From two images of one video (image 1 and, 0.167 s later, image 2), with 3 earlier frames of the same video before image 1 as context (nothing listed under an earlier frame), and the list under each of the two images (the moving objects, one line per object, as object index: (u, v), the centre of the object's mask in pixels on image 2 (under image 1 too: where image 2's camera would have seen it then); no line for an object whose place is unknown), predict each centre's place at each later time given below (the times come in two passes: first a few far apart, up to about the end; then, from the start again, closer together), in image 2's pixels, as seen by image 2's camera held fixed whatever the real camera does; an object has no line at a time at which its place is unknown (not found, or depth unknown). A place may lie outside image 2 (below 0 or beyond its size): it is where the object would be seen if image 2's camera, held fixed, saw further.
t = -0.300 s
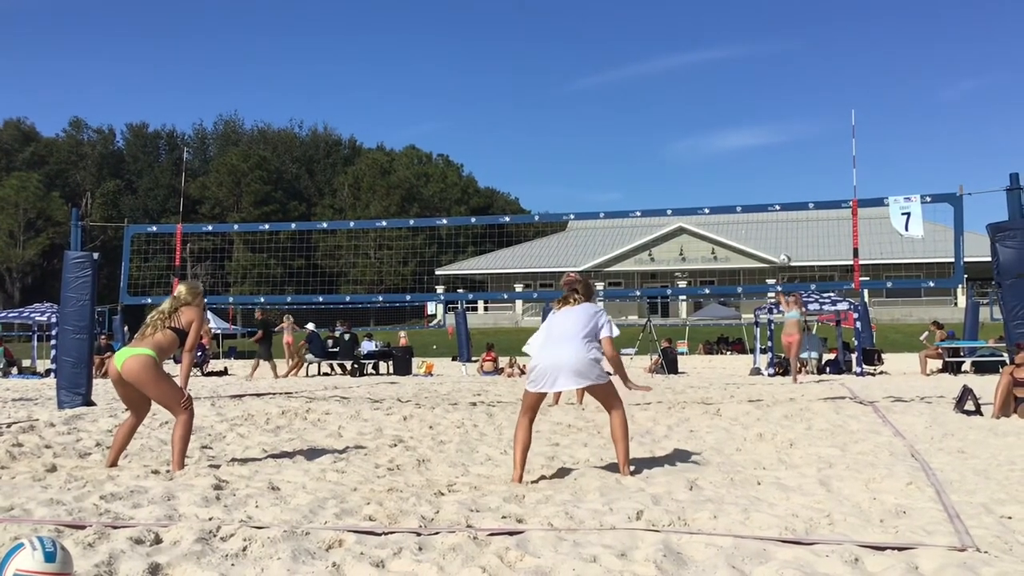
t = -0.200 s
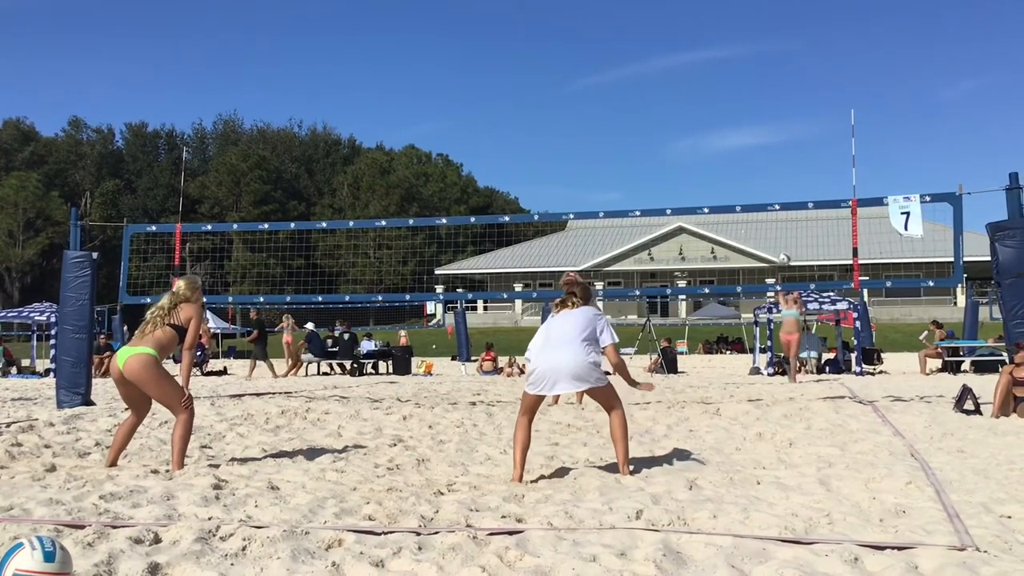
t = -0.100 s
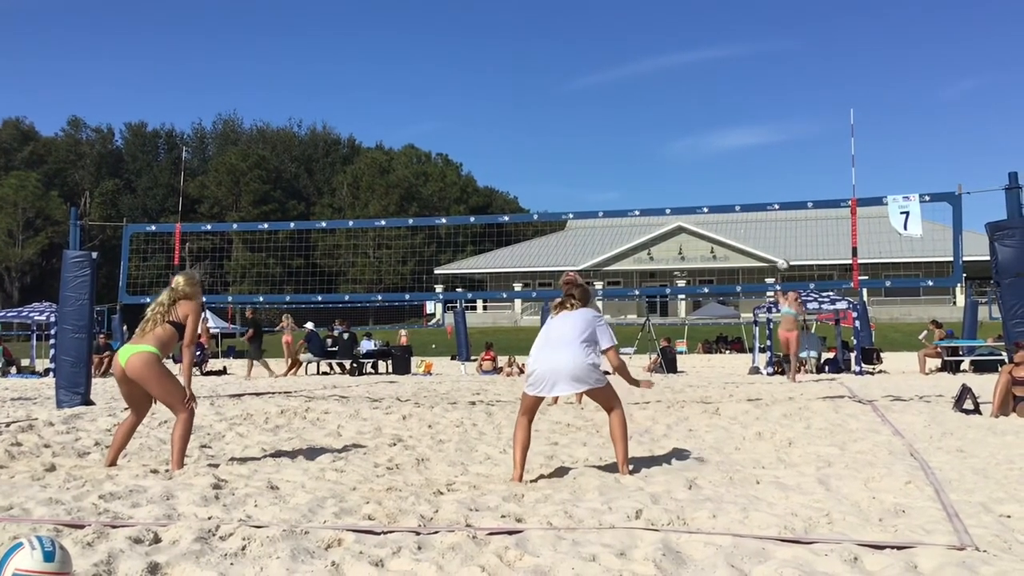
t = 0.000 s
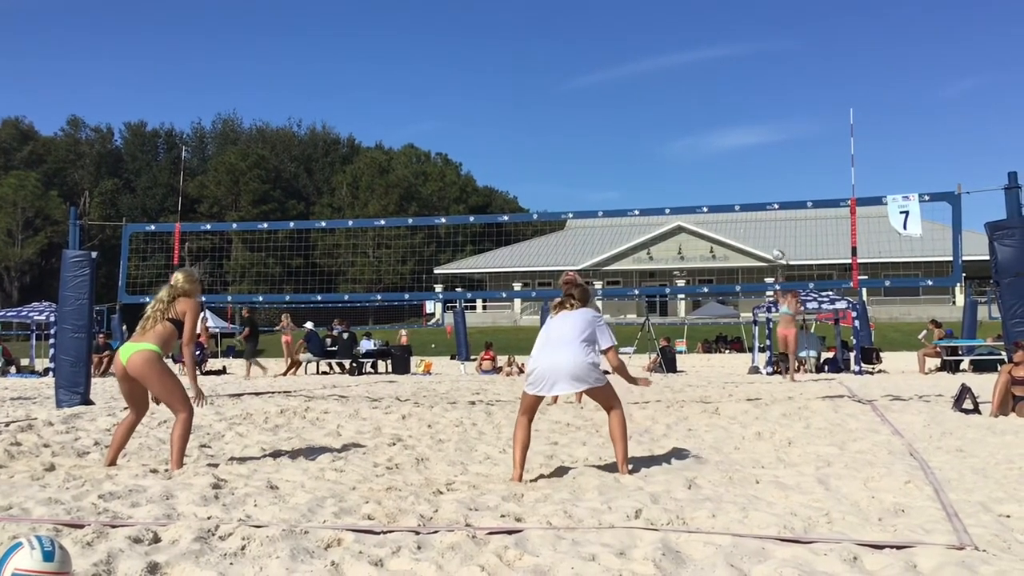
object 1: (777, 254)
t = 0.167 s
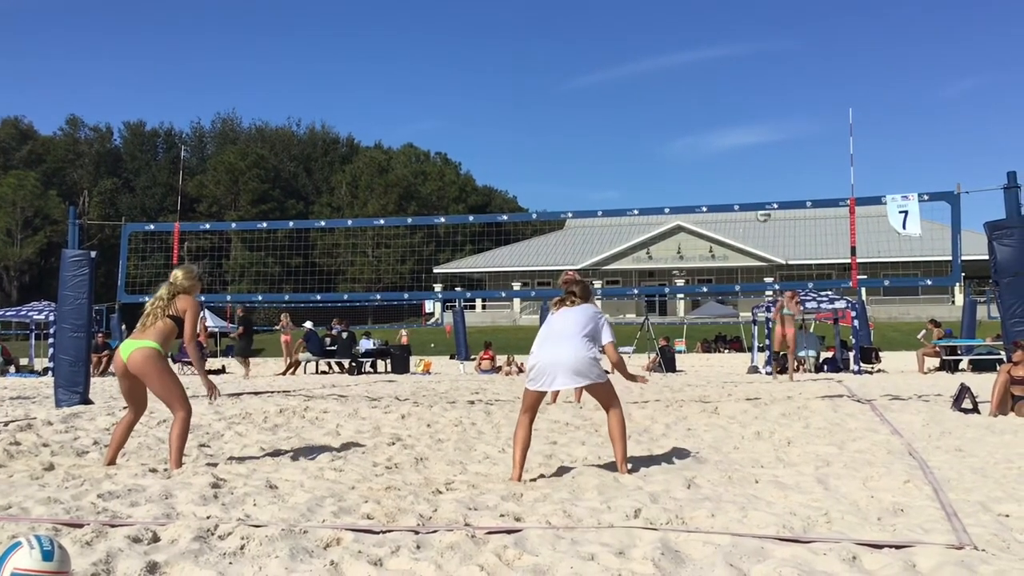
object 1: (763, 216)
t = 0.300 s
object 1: (751, 188)
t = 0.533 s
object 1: (725, 163)
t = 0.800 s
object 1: (685, 192)
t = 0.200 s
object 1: (760, 213)
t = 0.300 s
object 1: (751, 188)
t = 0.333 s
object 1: (747, 183)
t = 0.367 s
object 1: (743, 178)
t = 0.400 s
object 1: (740, 174)
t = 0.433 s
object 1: (736, 170)
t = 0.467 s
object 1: (732, 168)
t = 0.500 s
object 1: (729, 165)
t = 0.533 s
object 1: (725, 163)
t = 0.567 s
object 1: (720, 163)
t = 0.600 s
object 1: (717, 163)
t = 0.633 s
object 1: (712, 164)
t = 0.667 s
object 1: (707, 167)
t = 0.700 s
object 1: (702, 170)
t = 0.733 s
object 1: (697, 175)
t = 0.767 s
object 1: (691, 183)
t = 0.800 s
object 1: (685, 192)
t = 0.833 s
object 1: (679, 202)
